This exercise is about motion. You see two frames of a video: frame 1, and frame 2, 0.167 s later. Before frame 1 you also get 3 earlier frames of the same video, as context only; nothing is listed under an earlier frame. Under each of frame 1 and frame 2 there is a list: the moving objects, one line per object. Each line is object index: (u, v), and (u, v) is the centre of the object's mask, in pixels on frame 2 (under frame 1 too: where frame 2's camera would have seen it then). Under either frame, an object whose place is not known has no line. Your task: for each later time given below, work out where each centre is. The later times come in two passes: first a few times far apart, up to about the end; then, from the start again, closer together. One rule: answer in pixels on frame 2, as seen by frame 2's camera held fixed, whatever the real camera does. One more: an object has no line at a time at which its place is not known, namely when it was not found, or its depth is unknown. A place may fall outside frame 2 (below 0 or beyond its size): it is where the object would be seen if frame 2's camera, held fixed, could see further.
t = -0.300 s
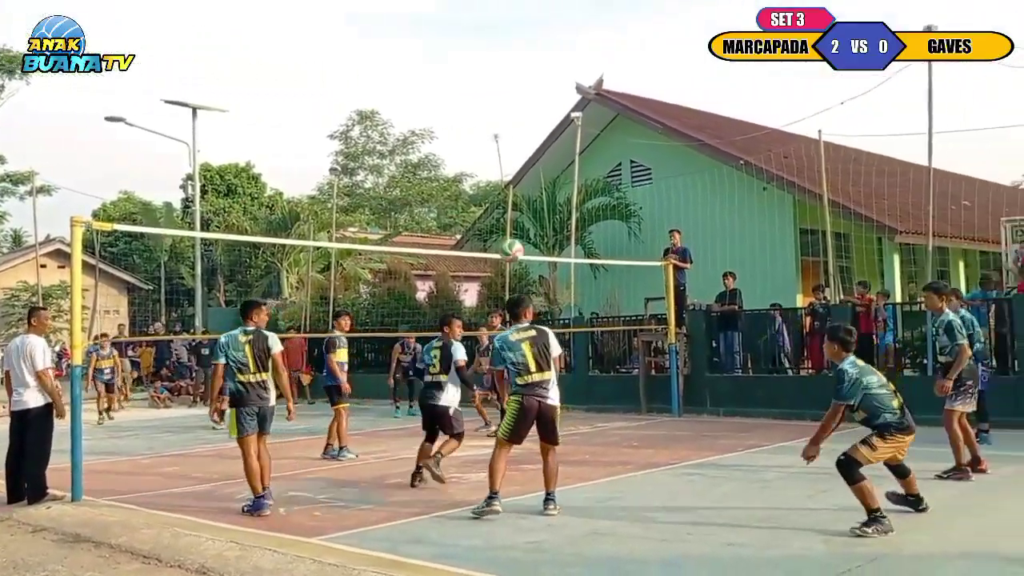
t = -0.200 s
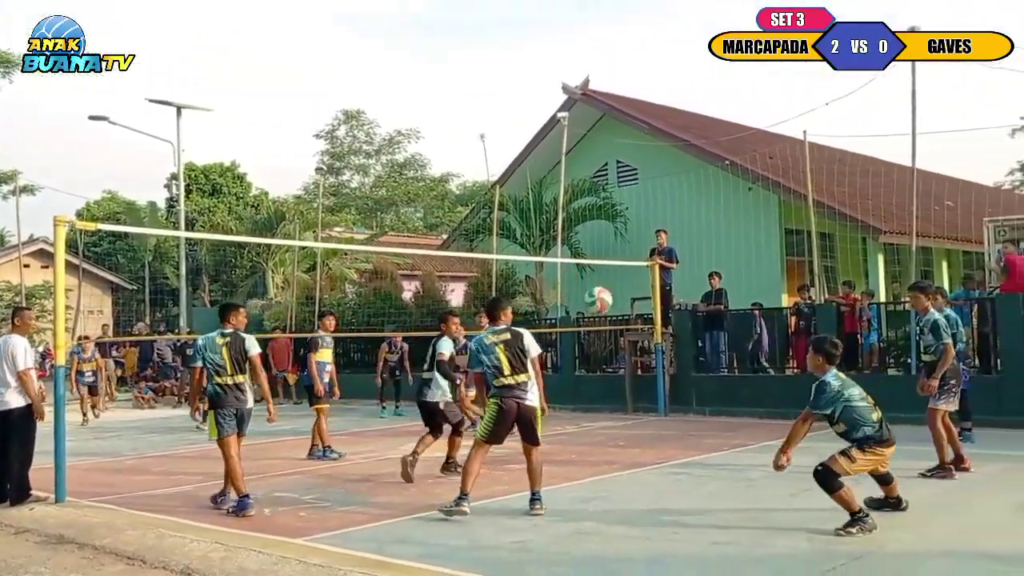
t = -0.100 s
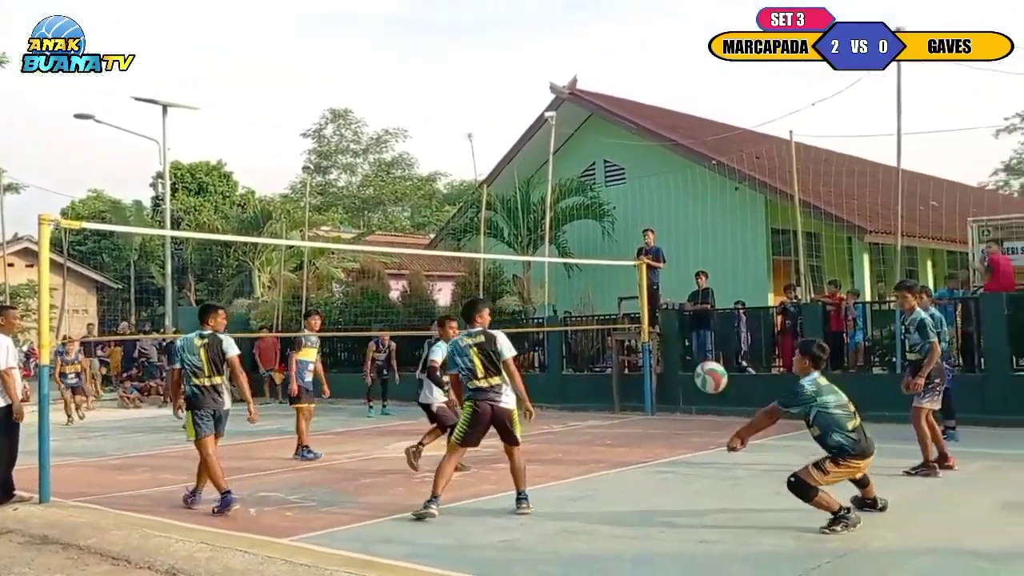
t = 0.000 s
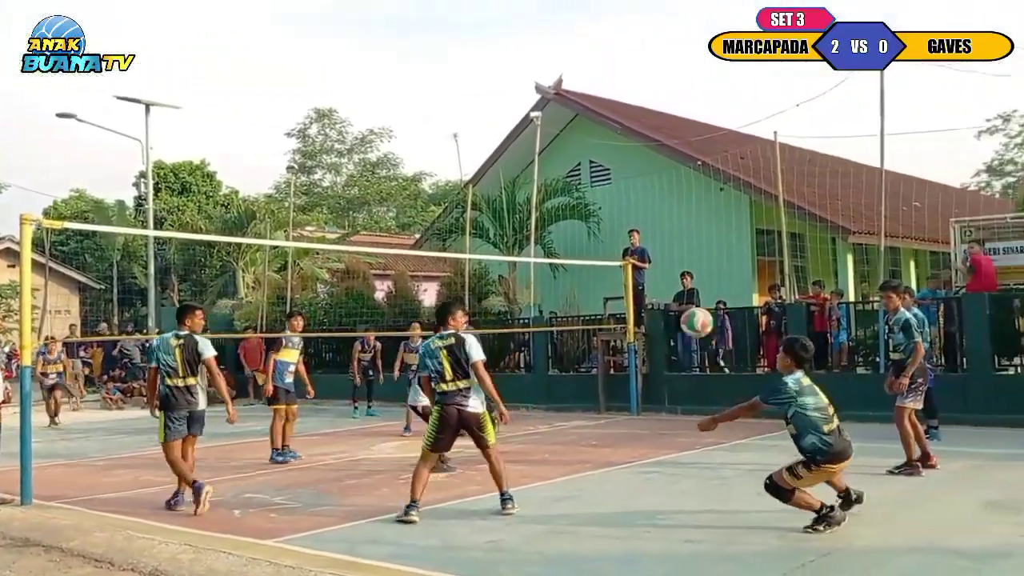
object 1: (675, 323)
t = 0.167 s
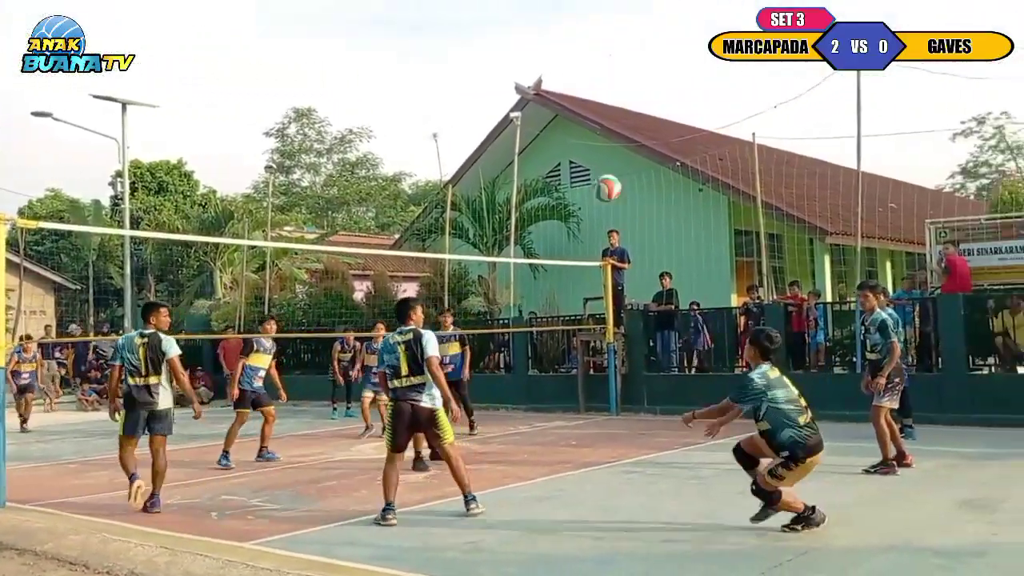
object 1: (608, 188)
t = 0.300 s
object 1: (561, 119)
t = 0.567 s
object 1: (488, 64)
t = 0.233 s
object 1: (582, 150)
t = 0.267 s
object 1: (572, 134)
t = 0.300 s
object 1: (561, 119)
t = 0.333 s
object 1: (551, 107)
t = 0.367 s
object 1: (541, 96)
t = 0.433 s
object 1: (525, 81)
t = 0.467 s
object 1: (512, 74)
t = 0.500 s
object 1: (504, 69)
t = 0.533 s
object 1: (496, 66)
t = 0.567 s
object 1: (488, 64)
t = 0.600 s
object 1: (480, 63)
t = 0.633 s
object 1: (473, 63)
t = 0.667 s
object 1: (466, 65)
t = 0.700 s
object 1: (459, 67)
